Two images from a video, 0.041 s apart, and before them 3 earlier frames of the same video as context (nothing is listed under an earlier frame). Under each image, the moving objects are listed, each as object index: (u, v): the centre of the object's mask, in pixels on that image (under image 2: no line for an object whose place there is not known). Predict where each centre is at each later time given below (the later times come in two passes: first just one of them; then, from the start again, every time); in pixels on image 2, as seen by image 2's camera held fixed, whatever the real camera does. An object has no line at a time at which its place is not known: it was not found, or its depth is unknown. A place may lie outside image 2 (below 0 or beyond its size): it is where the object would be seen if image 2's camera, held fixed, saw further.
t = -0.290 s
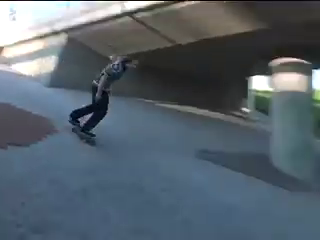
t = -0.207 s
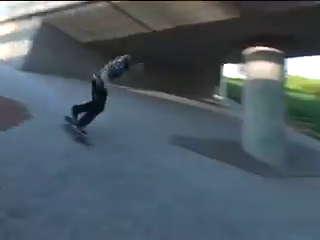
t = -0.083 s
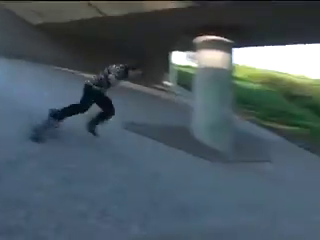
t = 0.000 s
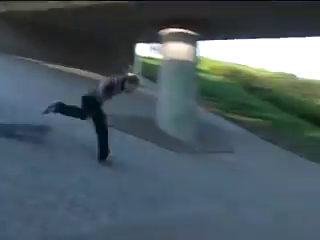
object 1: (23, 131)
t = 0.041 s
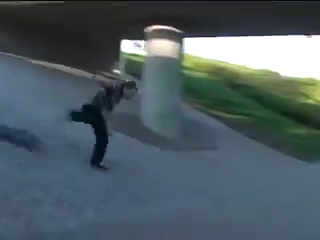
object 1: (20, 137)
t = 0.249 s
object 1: (59, 171)
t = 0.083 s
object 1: (26, 146)
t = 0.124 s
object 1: (34, 154)
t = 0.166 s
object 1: (41, 160)
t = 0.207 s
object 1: (50, 164)
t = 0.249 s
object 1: (59, 171)
